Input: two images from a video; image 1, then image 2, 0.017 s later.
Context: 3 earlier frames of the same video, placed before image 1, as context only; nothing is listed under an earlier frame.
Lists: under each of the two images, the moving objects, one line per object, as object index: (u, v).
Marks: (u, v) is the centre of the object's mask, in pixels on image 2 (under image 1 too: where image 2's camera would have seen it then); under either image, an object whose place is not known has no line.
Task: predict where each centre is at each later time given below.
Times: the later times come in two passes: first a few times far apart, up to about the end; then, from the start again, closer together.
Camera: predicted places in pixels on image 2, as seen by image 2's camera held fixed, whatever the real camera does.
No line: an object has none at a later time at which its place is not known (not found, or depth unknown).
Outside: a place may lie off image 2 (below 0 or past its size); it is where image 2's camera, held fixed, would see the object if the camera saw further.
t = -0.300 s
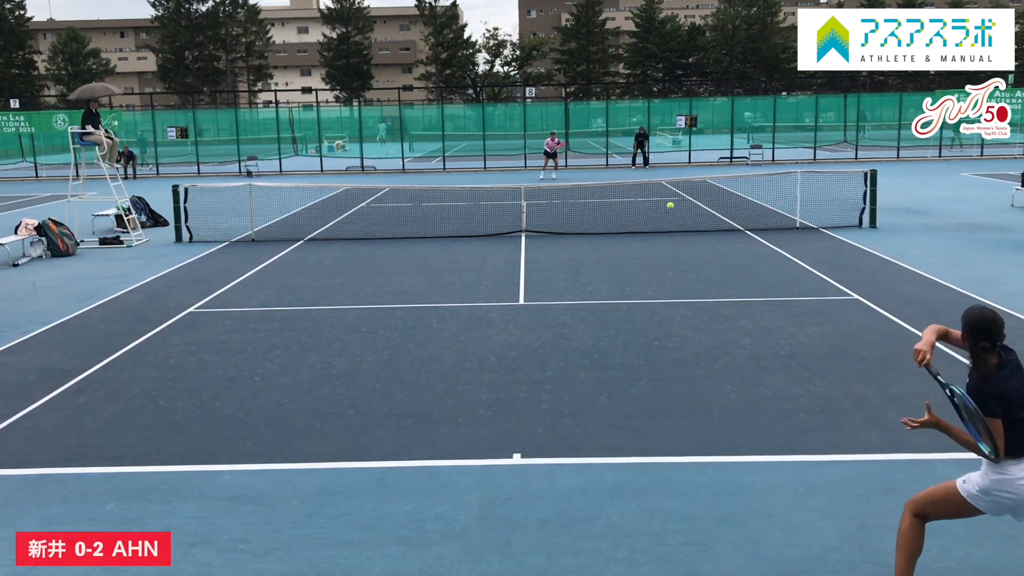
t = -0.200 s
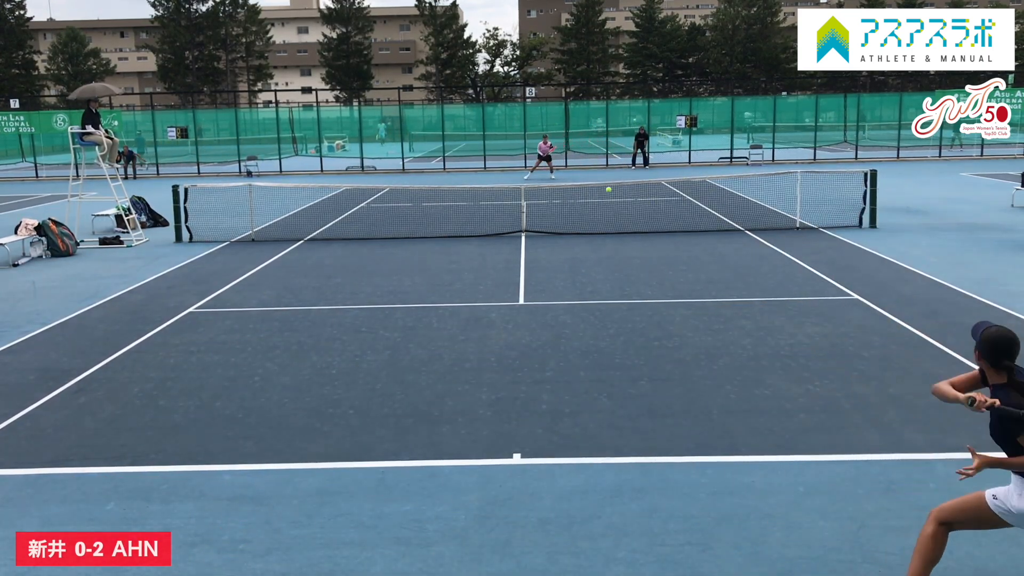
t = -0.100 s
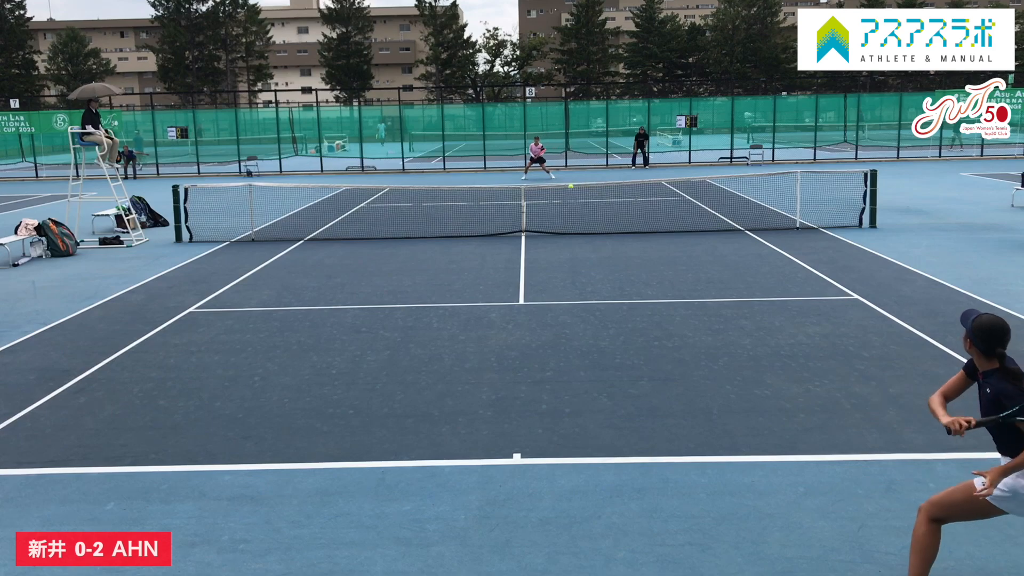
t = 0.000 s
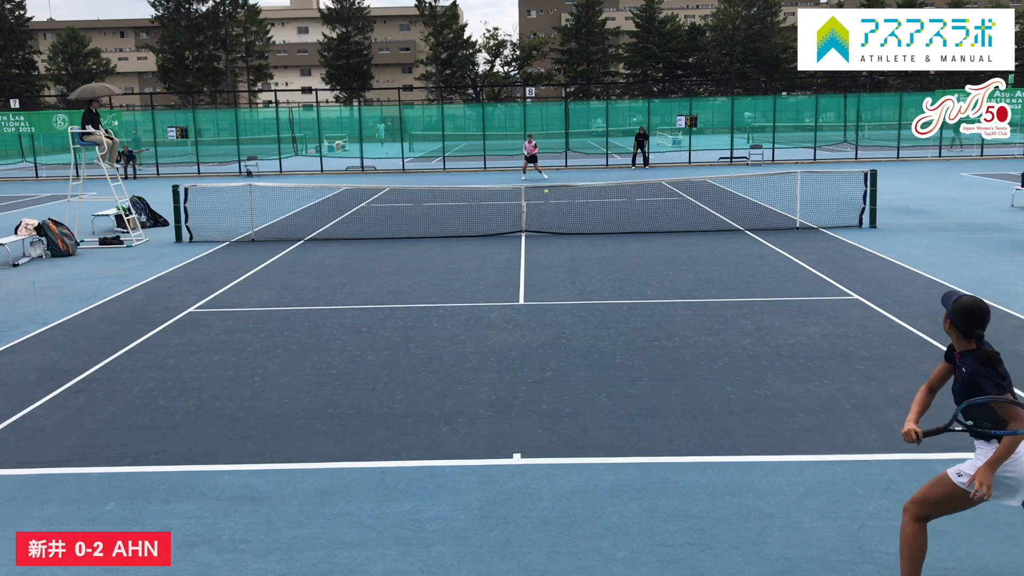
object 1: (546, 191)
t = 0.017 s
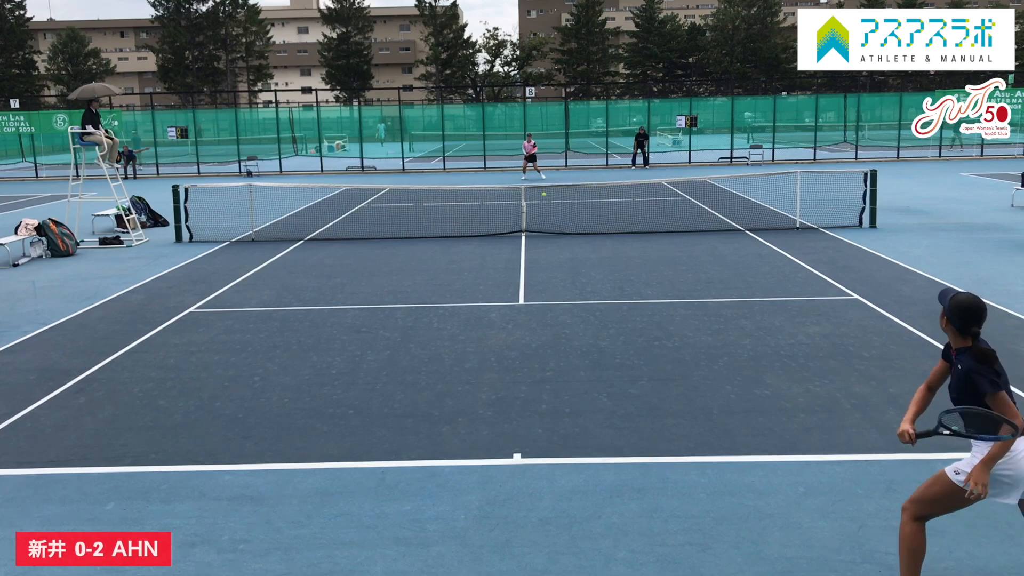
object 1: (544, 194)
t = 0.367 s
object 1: (516, 226)
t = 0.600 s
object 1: (499, 219)
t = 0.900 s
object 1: (477, 248)
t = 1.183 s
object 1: (454, 241)
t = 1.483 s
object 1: (429, 255)
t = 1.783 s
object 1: (403, 272)
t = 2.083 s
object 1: (373, 282)
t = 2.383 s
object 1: (340, 290)
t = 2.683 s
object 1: (306, 298)
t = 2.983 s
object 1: (270, 310)
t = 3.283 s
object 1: (230, 321)
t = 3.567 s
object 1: (192, 332)
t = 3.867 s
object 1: (150, 344)
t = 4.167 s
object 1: (106, 356)
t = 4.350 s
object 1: (78, 364)
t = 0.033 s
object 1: (542, 198)
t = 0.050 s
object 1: (540, 201)
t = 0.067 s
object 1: (539, 203)
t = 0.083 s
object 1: (538, 206)
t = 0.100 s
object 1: (536, 208)
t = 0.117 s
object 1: (535, 211)
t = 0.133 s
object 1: (534, 213)
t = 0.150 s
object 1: (533, 215)
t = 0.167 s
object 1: (531, 218)
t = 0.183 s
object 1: (530, 221)
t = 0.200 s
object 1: (528, 224)
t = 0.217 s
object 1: (527, 228)
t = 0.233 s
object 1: (526, 231)
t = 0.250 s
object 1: (524, 234)
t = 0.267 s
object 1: (524, 236)
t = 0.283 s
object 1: (522, 235)
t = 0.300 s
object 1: (522, 233)
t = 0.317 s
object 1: (520, 231)
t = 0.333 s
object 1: (519, 229)
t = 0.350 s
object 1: (517, 228)
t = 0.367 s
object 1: (516, 226)
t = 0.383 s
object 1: (515, 224)
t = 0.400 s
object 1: (514, 223)
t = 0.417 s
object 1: (513, 222)
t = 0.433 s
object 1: (511, 221)
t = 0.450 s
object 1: (511, 220)
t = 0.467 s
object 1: (509, 219)
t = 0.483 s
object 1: (508, 219)
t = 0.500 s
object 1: (507, 219)
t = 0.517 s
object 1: (505, 218)
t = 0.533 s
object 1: (504, 218)
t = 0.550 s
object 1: (503, 218)
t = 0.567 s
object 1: (502, 218)
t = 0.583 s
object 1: (501, 219)
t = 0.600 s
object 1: (499, 219)
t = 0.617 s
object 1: (498, 220)
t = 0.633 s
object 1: (497, 221)
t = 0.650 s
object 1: (496, 222)
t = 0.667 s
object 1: (494, 223)
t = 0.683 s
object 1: (493, 224)
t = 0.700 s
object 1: (492, 226)
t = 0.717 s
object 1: (491, 228)
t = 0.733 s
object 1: (490, 230)
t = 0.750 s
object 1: (488, 232)
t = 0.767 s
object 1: (487, 234)
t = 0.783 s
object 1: (486, 236)
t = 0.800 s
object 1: (485, 239)
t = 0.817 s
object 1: (483, 241)
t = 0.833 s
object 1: (483, 245)
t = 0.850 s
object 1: (481, 248)
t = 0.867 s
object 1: (480, 251)
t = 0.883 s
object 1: (479, 250)
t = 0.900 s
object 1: (477, 248)
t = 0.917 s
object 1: (476, 246)
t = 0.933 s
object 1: (475, 245)
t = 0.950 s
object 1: (473, 243)
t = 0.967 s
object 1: (472, 242)
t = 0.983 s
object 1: (470, 241)
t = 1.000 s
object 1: (469, 240)
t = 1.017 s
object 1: (468, 239)
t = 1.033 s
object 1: (466, 238)
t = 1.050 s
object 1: (465, 238)
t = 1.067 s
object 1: (464, 238)
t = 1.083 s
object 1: (462, 238)
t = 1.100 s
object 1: (461, 238)
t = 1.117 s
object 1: (460, 238)
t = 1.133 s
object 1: (458, 239)
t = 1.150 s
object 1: (457, 240)
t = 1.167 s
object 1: (456, 240)
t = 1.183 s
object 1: (454, 241)
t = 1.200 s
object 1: (453, 243)
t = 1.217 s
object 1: (451, 244)
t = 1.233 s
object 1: (450, 245)
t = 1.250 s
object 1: (449, 247)
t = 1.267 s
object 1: (448, 249)
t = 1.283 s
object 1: (446, 251)
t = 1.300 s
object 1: (445, 253)
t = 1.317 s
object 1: (444, 256)
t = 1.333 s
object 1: (442, 259)
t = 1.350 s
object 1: (441, 262)
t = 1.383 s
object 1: (438, 261)
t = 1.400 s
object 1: (437, 259)
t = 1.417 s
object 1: (435, 258)
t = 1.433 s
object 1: (434, 257)
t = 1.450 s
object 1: (432, 256)
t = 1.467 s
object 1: (431, 255)
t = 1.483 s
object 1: (429, 255)
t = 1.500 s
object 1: (428, 255)
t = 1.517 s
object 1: (426, 254)
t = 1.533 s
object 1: (425, 254)
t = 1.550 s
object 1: (423, 254)
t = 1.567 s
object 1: (422, 255)
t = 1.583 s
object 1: (420, 256)
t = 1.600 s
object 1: (419, 256)
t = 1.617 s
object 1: (418, 257)
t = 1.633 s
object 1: (416, 258)
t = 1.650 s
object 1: (414, 260)
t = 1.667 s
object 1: (413, 261)
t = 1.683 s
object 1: (412, 263)
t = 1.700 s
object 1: (410, 265)
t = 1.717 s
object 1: (409, 267)
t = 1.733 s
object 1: (407, 269)
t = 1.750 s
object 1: (406, 272)
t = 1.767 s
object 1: (404, 273)
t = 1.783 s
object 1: (403, 272)
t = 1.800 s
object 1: (401, 270)
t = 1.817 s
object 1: (399, 270)
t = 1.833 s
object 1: (398, 269)
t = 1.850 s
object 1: (396, 268)
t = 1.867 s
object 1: (395, 268)
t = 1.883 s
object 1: (393, 268)
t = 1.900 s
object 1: (391, 268)
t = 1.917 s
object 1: (390, 268)
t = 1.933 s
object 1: (388, 268)
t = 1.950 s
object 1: (386, 269)
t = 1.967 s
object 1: (385, 270)
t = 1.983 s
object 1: (383, 271)
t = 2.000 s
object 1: (381, 272)
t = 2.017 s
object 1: (380, 273)
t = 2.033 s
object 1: (378, 275)
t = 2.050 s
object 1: (377, 277)
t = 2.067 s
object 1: (375, 279)
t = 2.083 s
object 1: (373, 282)
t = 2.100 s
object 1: (372, 282)
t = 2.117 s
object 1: (370, 282)
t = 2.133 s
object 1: (368, 281)
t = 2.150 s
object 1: (366, 280)
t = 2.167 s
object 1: (364, 280)
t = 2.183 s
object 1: (363, 279)
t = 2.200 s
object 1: (361, 279)
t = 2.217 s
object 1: (359, 280)
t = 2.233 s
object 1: (357, 280)
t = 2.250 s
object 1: (355, 281)
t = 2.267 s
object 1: (353, 282)
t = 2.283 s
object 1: (352, 283)
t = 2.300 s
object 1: (350, 284)
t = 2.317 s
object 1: (348, 286)
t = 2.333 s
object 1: (346, 288)
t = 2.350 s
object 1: (344, 289)
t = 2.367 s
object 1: (342, 290)
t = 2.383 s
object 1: (340, 290)
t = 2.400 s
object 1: (339, 290)
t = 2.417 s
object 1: (337, 289)
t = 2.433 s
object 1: (335, 289)
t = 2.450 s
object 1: (333, 289)
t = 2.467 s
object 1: (331, 289)
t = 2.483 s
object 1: (329, 290)
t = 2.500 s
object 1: (327, 291)
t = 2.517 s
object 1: (325, 292)
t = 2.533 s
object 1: (323, 293)
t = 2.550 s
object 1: (321, 294)
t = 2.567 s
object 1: (319, 296)
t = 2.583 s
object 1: (317, 297)
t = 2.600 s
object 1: (316, 297)
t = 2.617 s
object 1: (314, 296)
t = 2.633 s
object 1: (312, 296)
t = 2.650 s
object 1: (310, 296)
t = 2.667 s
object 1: (308, 297)
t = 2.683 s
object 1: (306, 298)
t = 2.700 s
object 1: (304, 299)
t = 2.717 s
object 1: (302, 300)
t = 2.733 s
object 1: (300, 301)
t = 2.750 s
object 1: (298, 303)
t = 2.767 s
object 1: (296, 303)
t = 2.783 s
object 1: (294, 303)
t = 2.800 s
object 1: (292, 303)
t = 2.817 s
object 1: (290, 303)
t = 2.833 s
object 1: (288, 304)
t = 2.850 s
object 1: (286, 304)
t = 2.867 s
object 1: (284, 305)
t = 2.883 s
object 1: (282, 307)
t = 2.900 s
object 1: (280, 308)
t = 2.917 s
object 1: (278, 308)
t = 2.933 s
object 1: (276, 308)
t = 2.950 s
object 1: (274, 309)
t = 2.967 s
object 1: (272, 309)
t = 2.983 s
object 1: (270, 310)
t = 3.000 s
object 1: (268, 311)
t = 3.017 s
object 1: (266, 312)
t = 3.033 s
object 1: (263, 312)
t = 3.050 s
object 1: (261, 312)
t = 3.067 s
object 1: (259, 313)
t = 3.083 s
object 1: (257, 314)
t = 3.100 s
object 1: (255, 315)
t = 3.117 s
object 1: (253, 315)
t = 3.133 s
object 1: (250, 316)
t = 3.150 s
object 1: (248, 316)
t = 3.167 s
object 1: (246, 317)
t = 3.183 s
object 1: (244, 318)
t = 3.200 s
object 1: (242, 318)
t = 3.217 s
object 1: (240, 319)
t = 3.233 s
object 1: (237, 320)
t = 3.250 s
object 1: (235, 320)
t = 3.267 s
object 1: (233, 321)
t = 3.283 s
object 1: (230, 321)
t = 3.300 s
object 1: (228, 322)
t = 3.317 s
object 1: (226, 323)
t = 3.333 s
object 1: (224, 323)
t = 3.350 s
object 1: (222, 324)
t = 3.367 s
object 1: (219, 325)
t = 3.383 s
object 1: (217, 325)
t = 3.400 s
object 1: (215, 326)
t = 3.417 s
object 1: (213, 327)
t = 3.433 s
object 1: (210, 327)
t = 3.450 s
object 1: (208, 328)
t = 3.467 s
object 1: (206, 329)
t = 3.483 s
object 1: (204, 329)
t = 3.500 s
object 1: (201, 330)
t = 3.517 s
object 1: (199, 331)
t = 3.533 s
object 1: (197, 331)
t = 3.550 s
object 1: (194, 332)
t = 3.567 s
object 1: (192, 332)
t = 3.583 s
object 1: (190, 333)
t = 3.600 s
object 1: (187, 333)
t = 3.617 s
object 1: (185, 334)
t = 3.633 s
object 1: (183, 335)
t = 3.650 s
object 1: (180, 335)
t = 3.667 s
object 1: (178, 336)
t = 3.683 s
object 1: (176, 337)
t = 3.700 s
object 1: (173, 337)
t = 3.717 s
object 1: (171, 338)
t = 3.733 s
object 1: (169, 339)
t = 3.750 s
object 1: (166, 339)
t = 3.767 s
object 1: (164, 340)
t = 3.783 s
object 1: (161, 341)
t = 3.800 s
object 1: (159, 341)
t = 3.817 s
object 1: (157, 342)
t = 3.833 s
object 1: (154, 343)
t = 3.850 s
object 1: (152, 343)
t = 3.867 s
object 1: (150, 344)
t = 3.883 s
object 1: (147, 345)
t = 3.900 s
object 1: (145, 345)
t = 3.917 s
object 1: (142, 346)
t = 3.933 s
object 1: (140, 346)
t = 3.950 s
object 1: (138, 347)
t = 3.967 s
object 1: (135, 348)
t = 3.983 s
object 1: (133, 349)
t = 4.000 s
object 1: (131, 350)
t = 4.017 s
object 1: (128, 350)
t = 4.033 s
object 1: (126, 351)
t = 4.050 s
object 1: (123, 351)
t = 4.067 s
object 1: (121, 352)
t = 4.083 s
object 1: (118, 353)
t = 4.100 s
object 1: (116, 353)
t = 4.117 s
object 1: (113, 354)
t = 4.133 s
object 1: (111, 355)
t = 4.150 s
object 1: (108, 355)
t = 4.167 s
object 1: (106, 356)
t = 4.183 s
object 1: (104, 357)
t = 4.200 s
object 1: (101, 358)
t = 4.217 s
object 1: (98, 358)
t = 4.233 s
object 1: (96, 359)
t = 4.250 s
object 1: (94, 360)
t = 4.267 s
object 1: (91, 360)
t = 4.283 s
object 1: (88, 361)
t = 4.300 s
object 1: (86, 362)
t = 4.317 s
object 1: (84, 363)
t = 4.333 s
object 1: (81, 363)
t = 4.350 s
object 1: (78, 364)
